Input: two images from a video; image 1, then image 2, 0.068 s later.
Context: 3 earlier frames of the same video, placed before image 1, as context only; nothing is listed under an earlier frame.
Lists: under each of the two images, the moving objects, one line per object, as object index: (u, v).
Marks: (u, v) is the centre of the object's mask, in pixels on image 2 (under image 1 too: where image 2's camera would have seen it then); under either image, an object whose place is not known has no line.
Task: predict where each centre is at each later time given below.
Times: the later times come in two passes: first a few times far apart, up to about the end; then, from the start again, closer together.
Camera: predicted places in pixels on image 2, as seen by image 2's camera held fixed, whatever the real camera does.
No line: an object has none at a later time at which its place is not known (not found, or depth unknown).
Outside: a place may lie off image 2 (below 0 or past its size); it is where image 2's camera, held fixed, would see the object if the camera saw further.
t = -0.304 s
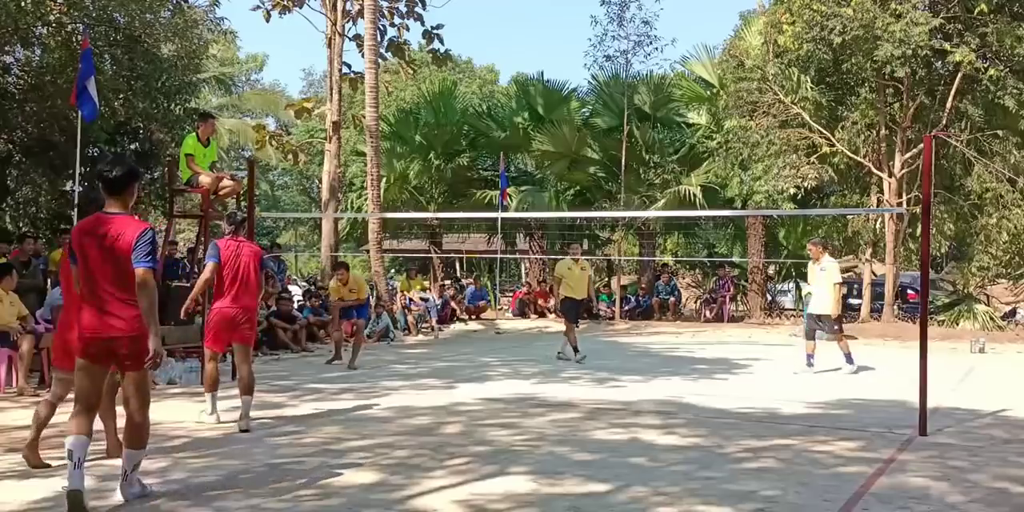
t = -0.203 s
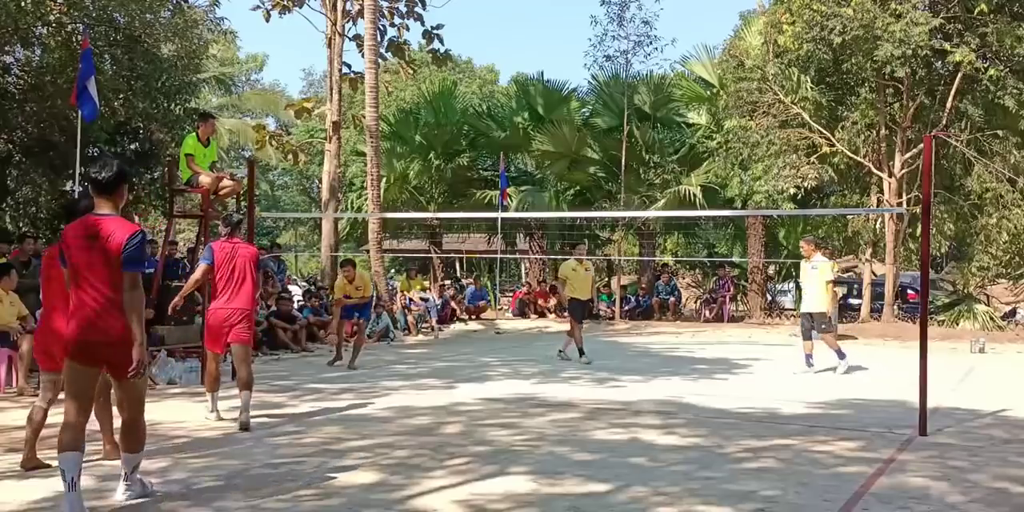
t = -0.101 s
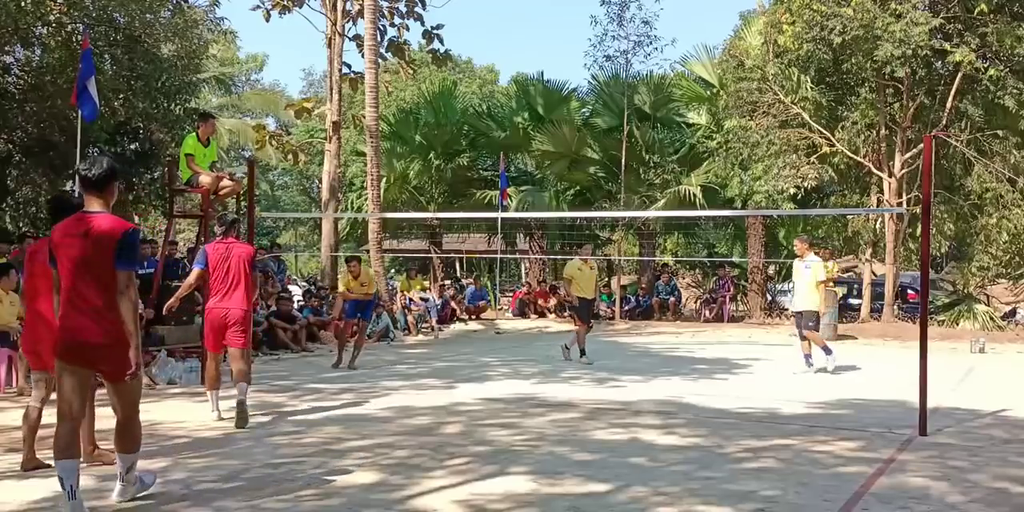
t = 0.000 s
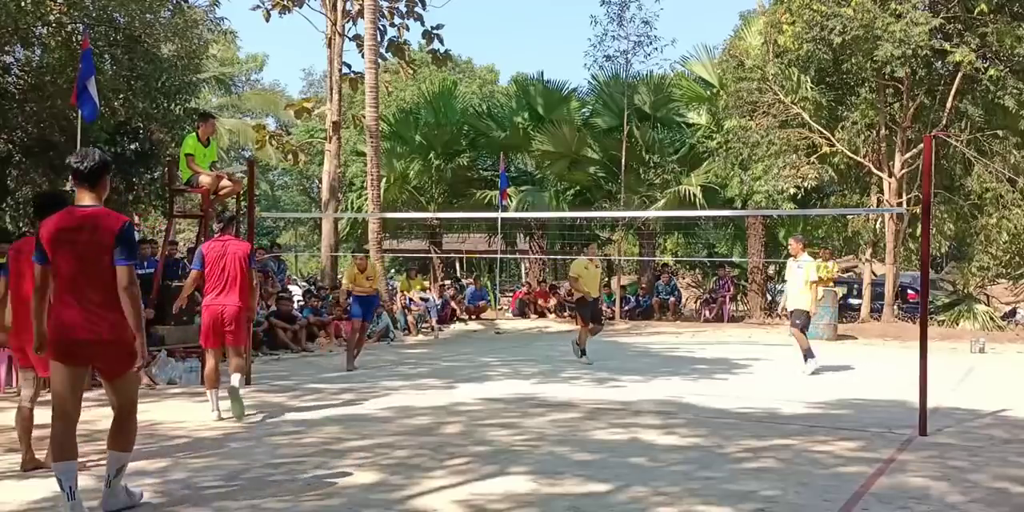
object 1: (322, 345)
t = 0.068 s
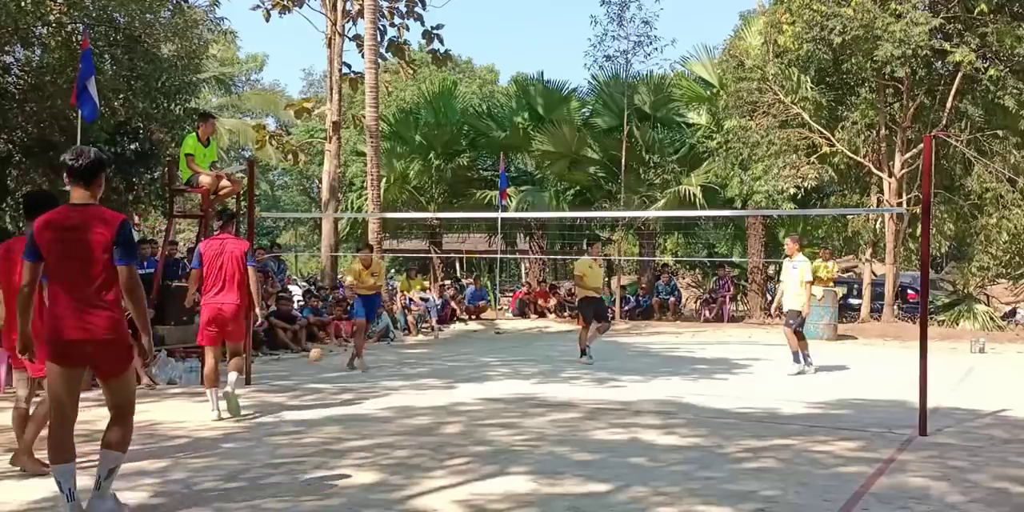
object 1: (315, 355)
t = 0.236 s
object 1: (302, 393)
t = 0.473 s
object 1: (284, 403)
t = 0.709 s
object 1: (261, 429)
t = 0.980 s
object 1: (233, 474)
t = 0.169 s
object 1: (308, 382)
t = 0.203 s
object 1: (305, 395)
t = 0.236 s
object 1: (302, 393)
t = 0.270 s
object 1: (300, 391)
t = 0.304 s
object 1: (298, 390)
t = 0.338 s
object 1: (296, 389)
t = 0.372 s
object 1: (292, 390)
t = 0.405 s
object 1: (290, 392)
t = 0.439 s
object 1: (286, 397)
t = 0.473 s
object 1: (284, 403)
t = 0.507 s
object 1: (279, 411)
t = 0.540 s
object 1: (275, 422)
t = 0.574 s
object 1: (273, 428)
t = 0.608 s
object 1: (270, 425)
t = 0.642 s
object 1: (267, 425)
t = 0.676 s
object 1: (264, 426)
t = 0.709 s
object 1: (261, 429)
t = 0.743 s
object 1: (258, 434)
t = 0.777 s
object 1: (254, 442)
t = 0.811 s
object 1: (251, 451)
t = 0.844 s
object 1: (248, 454)
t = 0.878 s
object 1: (244, 456)
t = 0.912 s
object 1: (240, 459)
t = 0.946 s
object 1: (236, 465)
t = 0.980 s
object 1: (233, 474)
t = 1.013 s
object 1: (229, 478)
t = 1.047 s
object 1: (225, 480)
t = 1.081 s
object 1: (221, 485)
